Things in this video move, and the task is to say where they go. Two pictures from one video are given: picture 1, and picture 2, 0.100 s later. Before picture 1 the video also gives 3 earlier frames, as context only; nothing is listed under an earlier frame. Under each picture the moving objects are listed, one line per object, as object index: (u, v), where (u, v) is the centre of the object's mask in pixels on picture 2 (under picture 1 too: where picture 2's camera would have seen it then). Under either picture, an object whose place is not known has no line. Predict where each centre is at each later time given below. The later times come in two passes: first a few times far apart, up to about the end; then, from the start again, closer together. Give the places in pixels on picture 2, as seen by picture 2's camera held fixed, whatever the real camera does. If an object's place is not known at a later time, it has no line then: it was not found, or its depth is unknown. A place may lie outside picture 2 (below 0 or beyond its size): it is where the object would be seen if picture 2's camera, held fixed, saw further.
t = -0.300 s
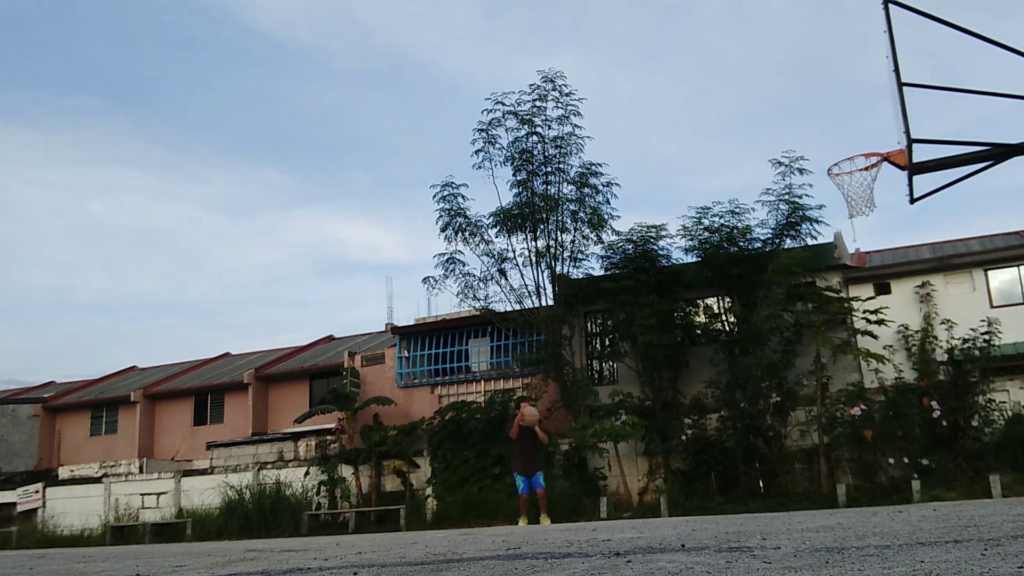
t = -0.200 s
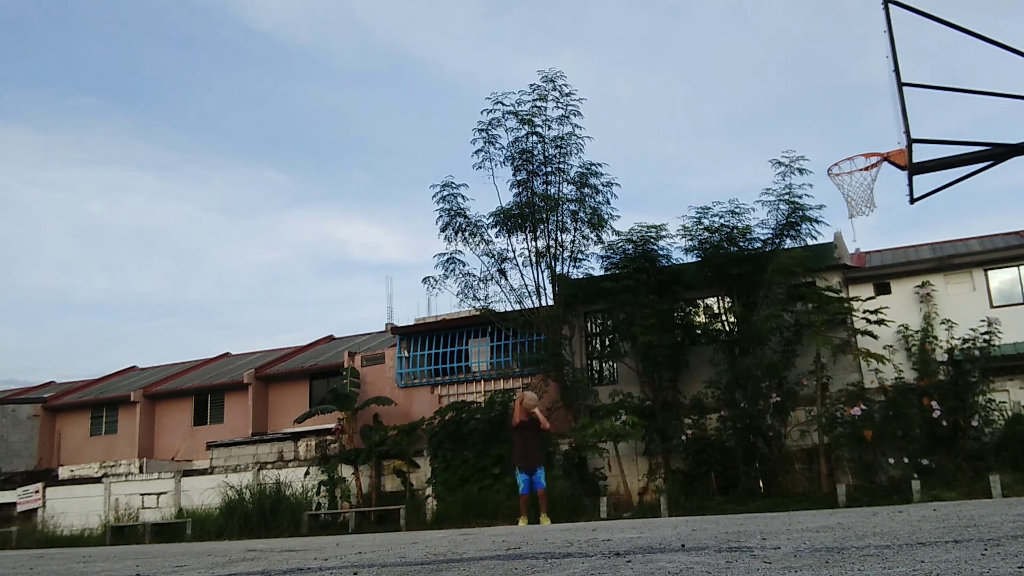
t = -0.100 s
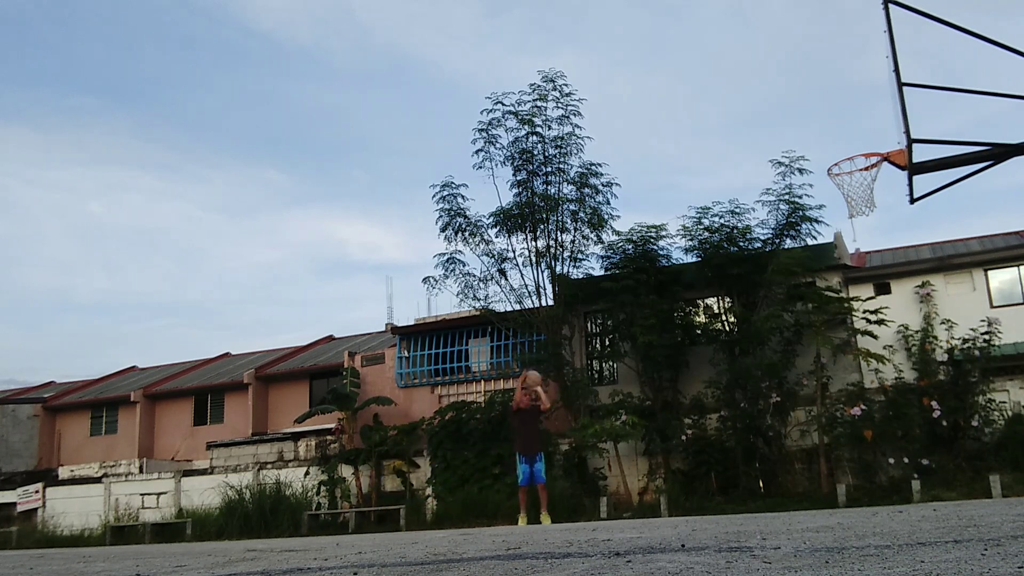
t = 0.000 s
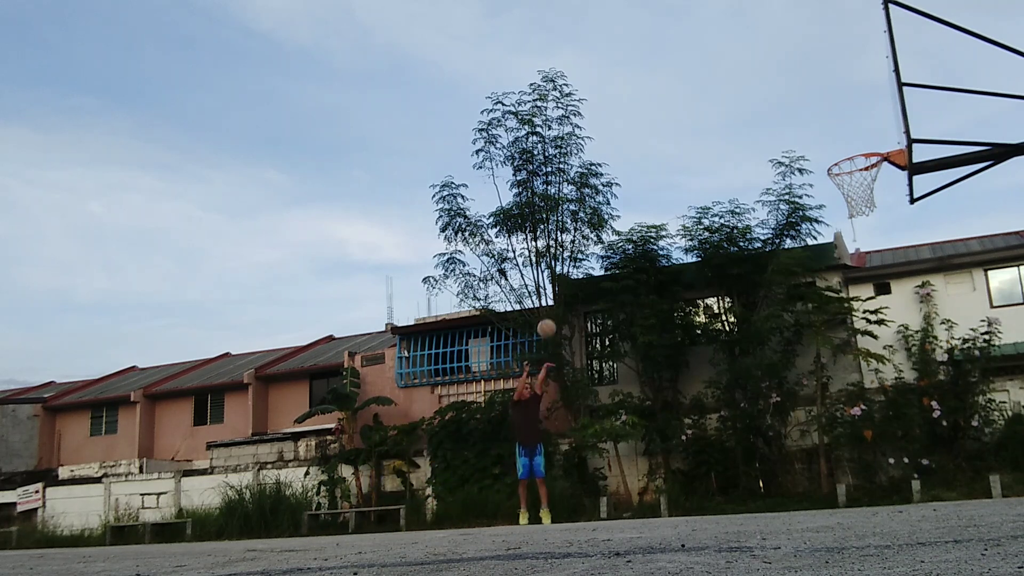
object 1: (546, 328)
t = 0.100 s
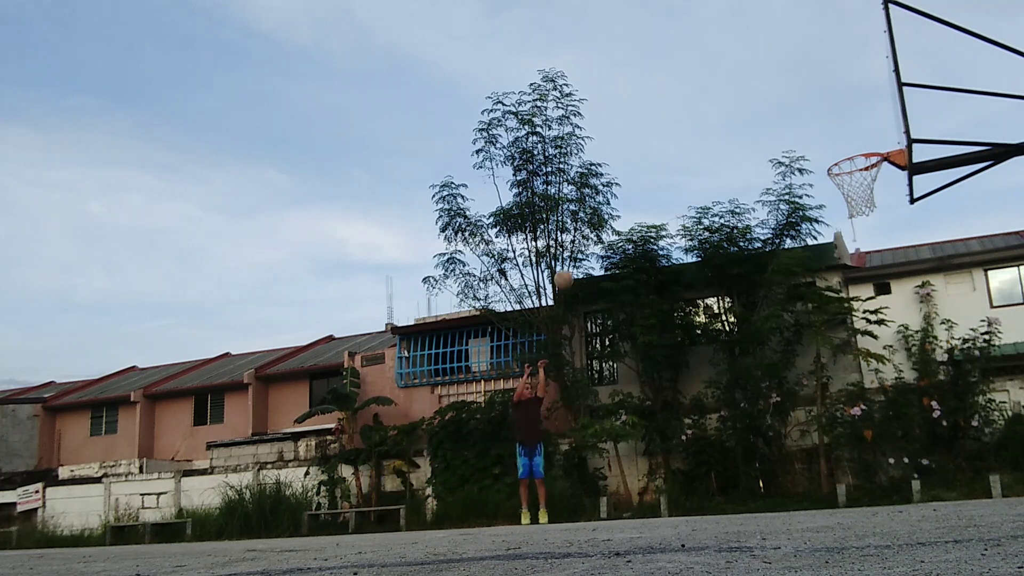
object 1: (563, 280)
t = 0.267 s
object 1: (595, 210)
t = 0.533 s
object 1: (655, 132)
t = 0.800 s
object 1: (732, 103)
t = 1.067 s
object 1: (834, 140)
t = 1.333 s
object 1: (859, 186)
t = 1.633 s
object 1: (856, 214)
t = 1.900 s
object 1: (872, 297)
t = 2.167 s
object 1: (905, 487)
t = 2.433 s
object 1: (895, 364)
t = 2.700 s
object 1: (897, 318)
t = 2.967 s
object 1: (915, 370)
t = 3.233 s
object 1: (938, 453)
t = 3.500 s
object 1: (936, 378)
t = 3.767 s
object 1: (952, 415)
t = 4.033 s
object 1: (964, 432)
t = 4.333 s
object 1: (974, 427)
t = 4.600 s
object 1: (985, 439)
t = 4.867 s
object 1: (993, 459)
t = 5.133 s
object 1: (992, 445)
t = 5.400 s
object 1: (990, 451)
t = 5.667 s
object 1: (984, 458)
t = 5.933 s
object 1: (973, 465)
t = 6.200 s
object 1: (959, 468)
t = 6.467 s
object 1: (941, 469)
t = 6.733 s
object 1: (920, 469)
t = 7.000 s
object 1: (895, 471)
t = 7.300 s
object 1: (862, 473)
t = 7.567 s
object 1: (828, 475)
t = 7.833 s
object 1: (790, 477)
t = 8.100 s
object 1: (746, 477)
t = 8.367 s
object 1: (701, 478)
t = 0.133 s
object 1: (570, 264)
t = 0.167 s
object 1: (576, 249)
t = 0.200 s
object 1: (582, 235)
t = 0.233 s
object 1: (589, 222)
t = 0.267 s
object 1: (595, 210)
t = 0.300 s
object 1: (602, 197)
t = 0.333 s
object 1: (609, 186)
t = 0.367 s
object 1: (616, 175)
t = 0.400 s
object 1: (623, 165)
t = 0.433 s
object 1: (631, 156)
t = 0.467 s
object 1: (639, 147)
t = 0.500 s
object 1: (647, 139)
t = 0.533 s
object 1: (655, 132)
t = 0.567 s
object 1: (663, 125)
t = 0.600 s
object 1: (672, 119)
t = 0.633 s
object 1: (681, 115)
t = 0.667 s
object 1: (691, 110)
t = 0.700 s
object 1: (700, 107)
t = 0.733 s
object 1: (710, 105)
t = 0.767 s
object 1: (721, 104)
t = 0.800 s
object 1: (732, 103)
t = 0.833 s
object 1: (743, 104)
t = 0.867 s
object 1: (754, 106)
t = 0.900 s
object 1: (766, 108)
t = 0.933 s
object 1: (778, 112)
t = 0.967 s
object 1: (792, 117)
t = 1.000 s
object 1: (805, 123)
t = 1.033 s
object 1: (819, 131)
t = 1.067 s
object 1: (834, 140)
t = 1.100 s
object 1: (849, 150)
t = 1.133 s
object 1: (859, 161)
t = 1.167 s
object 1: (864, 172)
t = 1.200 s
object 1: (866, 182)
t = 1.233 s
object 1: (864, 186)
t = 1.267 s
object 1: (862, 185)
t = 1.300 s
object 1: (861, 185)
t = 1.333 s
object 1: (859, 186)
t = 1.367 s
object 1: (858, 186)
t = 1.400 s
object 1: (856, 187)
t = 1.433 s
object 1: (855, 190)
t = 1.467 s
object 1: (854, 194)
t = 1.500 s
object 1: (854, 199)
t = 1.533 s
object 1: (854, 202)
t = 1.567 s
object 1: (854, 206)
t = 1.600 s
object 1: (855, 209)
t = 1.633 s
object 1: (856, 214)
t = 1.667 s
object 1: (857, 219)
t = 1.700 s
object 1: (858, 226)
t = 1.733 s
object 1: (860, 234)
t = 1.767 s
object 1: (862, 244)
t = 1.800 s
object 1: (864, 254)
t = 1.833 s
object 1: (866, 266)
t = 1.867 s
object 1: (869, 281)
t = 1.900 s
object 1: (872, 297)
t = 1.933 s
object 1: (875, 313)
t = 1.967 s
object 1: (878, 333)
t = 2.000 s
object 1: (882, 354)
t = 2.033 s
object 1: (886, 377)
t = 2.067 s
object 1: (890, 400)
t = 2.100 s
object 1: (895, 428)
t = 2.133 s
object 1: (899, 457)
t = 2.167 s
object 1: (905, 487)
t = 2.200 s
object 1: (904, 476)
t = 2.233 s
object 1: (901, 457)
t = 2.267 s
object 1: (900, 437)
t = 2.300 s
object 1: (899, 419)
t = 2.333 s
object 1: (897, 403)
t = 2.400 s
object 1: (895, 375)
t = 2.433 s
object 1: (895, 364)
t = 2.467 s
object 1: (894, 353)
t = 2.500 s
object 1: (894, 344)
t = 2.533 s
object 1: (894, 336)
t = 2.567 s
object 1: (894, 330)
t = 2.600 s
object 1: (894, 324)
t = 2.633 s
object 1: (895, 321)
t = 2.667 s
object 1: (896, 319)
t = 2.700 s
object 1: (897, 318)
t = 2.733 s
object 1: (898, 319)
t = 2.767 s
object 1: (900, 321)
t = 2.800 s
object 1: (902, 325)
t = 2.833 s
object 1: (904, 331)
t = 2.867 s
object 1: (907, 338)
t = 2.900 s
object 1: (909, 347)
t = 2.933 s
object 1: (912, 357)
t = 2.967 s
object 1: (915, 370)
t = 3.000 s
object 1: (919, 385)
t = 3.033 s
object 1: (923, 402)
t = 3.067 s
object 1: (927, 420)
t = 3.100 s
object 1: (932, 441)
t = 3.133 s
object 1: (937, 464)
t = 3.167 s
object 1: (942, 485)
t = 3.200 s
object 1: (940, 469)
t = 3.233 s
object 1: (938, 453)
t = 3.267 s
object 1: (937, 438)
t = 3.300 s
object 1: (936, 424)
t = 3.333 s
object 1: (935, 412)
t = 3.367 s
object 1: (935, 402)
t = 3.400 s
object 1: (935, 394)
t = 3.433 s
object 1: (935, 386)
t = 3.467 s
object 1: (935, 381)
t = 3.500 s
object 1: (936, 378)
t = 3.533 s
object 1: (937, 376)
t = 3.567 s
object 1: (938, 376)
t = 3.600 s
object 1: (939, 378)
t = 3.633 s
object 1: (941, 381)
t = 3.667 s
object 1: (943, 387)
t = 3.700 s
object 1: (946, 394)
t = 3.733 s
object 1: (949, 404)
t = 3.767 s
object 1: (952, 415)
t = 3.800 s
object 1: (955, 429)
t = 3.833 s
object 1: (959, 445)
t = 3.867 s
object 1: (963, 464)
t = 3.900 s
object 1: (967, 481)
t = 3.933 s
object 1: (966, 468)
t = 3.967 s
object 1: (965, 454)
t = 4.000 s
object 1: (965, 442)
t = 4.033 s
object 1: (964, 432)
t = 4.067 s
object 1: (964, 423)
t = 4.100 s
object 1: (965, 417)
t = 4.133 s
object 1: (965, 412)
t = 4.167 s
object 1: (965, 410)
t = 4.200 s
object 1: (966, 409)
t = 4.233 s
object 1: (967, 410)
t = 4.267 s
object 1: (969, 414)
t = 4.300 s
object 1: (972, 419)
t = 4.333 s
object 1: (974, 427)
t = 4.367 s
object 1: (977, 436)
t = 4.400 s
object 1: (981, 449)
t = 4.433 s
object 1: (984, 463)
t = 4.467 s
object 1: (988, 478)
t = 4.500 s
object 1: (987, 467)
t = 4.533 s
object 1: (986, 456)
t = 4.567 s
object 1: (985, 447)
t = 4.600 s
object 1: (985, 439)
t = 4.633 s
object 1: (984, 434)
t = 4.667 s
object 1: (985, 431)
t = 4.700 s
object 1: (985, 430)
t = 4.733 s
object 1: (986, 431)
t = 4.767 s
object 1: (987, 434)
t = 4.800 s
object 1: (989, 440)
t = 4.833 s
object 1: (991, 449)
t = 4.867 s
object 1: (993, 459)
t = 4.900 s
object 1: (996, 472)
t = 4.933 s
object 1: (996, 469)
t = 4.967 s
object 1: (994, 459)
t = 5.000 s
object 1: (993, 452)
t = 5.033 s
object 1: (992, 447)
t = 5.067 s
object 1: (992, 444)
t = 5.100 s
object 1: (992, 443)
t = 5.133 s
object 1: (992, 445)
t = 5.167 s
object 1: (993, 449)
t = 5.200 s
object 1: (994, 456)
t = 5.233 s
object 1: (995, 465)
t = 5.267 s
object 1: (996, 473)
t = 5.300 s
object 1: (994, 464)
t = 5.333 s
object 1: (993, 458)
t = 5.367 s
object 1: (991, 453)
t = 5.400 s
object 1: (990, 451)
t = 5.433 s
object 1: (990, 451)
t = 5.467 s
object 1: (989, 454)
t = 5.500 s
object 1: (989, 459)
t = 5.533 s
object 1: (990, 468)
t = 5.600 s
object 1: (987, 463)
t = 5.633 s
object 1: (985, 459)
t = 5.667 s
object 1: (984, 458)
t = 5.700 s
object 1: (982, 459)
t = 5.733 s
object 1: (982, 462)
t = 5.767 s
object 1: (981, 469)
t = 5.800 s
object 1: (980, 469)
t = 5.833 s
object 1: (977, 464)
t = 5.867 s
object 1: (975, 462)
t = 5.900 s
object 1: (974, 463)
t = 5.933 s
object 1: (973, 465)
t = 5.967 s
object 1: (971, 471)
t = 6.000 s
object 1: (969, 467)
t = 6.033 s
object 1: (967, 465)
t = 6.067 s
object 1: (966, 466)
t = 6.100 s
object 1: (964, 469)
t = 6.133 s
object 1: (963, 470)
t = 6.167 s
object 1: (961, 468)
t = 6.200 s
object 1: (959, 468)
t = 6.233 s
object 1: (957, 470)
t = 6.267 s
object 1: (955, 469)
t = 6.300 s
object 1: (953, 468)
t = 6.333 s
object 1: (951, 470)
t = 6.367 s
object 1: (949, 470)
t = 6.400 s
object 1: (946, 469)
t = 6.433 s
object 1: (944, 471)
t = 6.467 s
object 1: (941, 469)
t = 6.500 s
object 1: (939, 470)
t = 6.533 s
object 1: (937, 469)
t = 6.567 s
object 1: (934, 469)
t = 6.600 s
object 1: (932, 469)
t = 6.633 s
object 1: (929, 469)
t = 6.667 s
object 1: (926, 469)
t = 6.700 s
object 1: (923, 469)
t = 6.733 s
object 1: (920, 469)
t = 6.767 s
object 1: (918, 469)
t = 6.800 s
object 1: (915, 469)
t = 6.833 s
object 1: (912, 469)
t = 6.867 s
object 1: (909, 470)
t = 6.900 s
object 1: (906, 470)
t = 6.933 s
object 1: (903, 470)
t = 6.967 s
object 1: (899, 471)
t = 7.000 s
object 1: (895, 471)
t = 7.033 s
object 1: (892, 471)
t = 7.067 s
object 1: (888, 471)
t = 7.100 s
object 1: (885, 472)
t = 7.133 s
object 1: (881, 472)
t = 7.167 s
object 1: (877, 472)
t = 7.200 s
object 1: (873, 472)
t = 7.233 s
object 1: (869, 473)
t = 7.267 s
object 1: (865, 473)
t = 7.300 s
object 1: (862, 473)
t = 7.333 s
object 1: (858, 473)
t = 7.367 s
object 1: (854, 473)
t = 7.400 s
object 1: (850, 473)
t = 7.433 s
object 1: (845, 473)
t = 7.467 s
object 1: (841, 474)
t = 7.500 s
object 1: (837, 474)
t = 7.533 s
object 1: (833, 475)
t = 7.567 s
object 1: (828, 475)
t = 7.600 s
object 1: (824, 475)
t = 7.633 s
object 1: (819, 475)
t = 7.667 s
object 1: (815, 475)
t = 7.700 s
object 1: (810, 476)
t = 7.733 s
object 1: (805, 476)
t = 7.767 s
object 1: (800, 476)
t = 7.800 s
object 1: (795, 476)
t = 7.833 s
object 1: (790, 477)
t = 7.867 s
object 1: (785, 477)
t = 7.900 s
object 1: (779, 477)
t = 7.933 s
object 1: (774, 477)
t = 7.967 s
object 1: (769, 477)
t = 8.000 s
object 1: (763, 477)
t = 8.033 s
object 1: (758, 477)
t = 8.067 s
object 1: (752, 477)
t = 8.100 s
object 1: (746, 477)
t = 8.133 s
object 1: (741, 477)
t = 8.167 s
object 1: (735, 478)
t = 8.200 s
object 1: (730, 478)
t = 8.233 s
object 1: (724, 478)
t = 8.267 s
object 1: (718, 478)
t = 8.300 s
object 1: (712, 477)
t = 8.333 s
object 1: (706, 477)
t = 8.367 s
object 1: (701, 478)
